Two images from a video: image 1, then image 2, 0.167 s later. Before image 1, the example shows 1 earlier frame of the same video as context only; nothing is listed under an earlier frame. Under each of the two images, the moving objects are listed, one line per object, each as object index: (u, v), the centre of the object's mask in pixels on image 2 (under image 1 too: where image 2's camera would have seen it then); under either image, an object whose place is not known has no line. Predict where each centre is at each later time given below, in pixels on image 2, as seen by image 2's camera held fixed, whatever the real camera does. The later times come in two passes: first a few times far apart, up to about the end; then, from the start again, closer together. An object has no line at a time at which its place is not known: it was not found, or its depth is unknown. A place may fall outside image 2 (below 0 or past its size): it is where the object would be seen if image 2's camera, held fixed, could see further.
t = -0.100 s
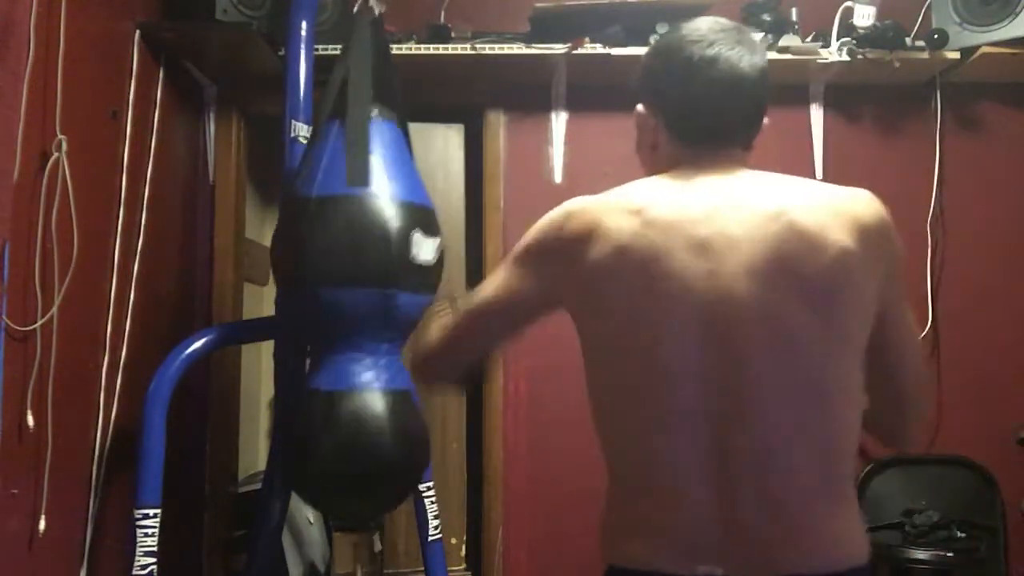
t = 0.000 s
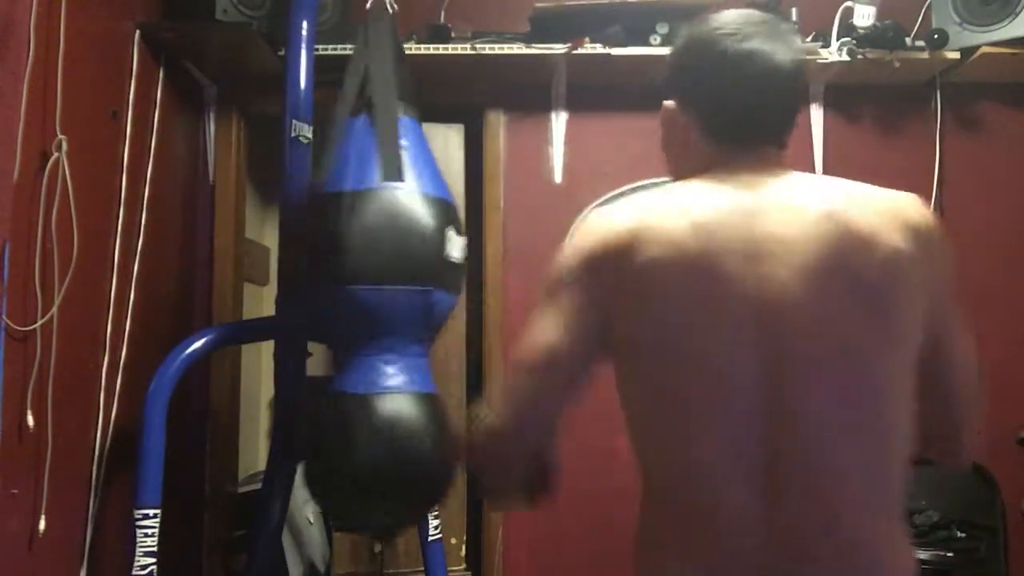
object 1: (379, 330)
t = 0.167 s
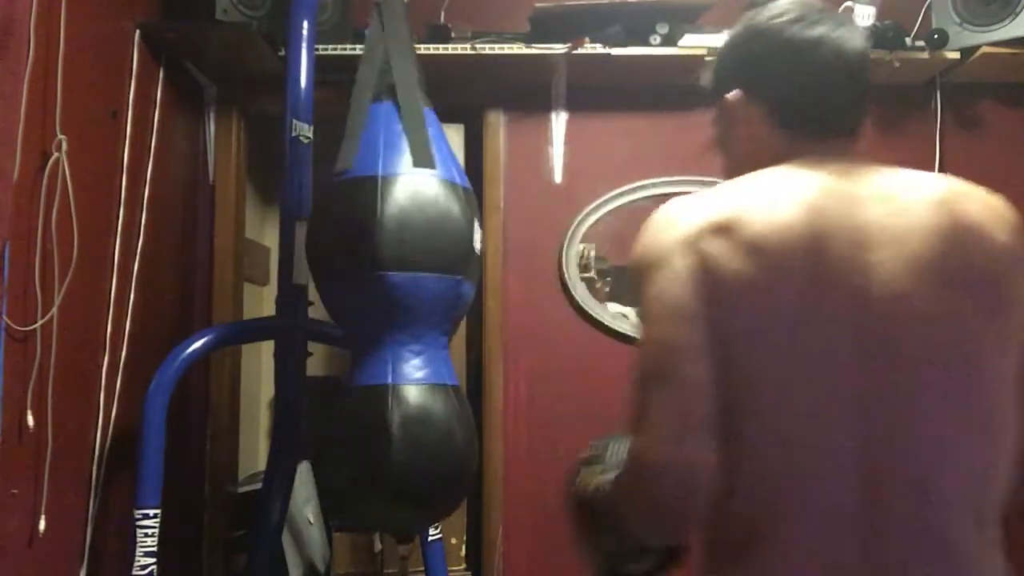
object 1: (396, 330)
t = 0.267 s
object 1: (386, 332)
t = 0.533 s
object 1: (361, 330)
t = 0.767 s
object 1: (393, 332)
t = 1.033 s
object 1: (369, 329)
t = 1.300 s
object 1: (374, 328)
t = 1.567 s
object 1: (387, 328)
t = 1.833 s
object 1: (364, 325)
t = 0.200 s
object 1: (395, 333)
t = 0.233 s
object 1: (391, 335)
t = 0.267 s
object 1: (386, 332)
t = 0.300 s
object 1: (381, 329)
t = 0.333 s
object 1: (375, 329)
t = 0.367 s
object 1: (369, 329)
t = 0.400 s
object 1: (365, 333)
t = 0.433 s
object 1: (362, 334)
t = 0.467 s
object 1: (360, 333)
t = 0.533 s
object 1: (361, 330)
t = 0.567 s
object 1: (362, 328)
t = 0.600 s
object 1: (368, 327)
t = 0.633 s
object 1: (372, 328)
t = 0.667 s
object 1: (379, 331)
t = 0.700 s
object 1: (384, 333)
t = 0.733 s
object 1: (389, 333)
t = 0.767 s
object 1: (393, 332)
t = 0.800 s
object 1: (394, 333)
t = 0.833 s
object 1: (394, 334)
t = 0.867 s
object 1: (393, 333)
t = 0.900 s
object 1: (390, 331)
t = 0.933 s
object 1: (385, 330)
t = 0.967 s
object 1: (379, 329)
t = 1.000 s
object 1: (374, 328)
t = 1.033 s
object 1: (369, 329)
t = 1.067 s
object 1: (366, 329)
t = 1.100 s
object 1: (363, 329)
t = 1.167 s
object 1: (362, 327)
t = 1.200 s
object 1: (362, 326)
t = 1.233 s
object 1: (367, 327)
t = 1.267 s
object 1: (369, 325)
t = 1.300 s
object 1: (374, 328)
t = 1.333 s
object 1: (377, 327)
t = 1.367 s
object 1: (383, 329)
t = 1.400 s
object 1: (387, 329)
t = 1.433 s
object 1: (389, 329)
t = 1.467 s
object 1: (394, 326)
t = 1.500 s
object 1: (394, 325)
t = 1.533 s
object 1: (393, 325)
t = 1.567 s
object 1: (387, 328)
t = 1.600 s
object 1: (383, 327)
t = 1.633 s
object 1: (378, 326)
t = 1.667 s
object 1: (374, 326)
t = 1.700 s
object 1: (370, 325)
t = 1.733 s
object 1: (367, 326)
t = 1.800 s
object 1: (365, 326)
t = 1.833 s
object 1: (364, 325)
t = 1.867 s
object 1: (367, 325)
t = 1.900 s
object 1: (369, 325)
